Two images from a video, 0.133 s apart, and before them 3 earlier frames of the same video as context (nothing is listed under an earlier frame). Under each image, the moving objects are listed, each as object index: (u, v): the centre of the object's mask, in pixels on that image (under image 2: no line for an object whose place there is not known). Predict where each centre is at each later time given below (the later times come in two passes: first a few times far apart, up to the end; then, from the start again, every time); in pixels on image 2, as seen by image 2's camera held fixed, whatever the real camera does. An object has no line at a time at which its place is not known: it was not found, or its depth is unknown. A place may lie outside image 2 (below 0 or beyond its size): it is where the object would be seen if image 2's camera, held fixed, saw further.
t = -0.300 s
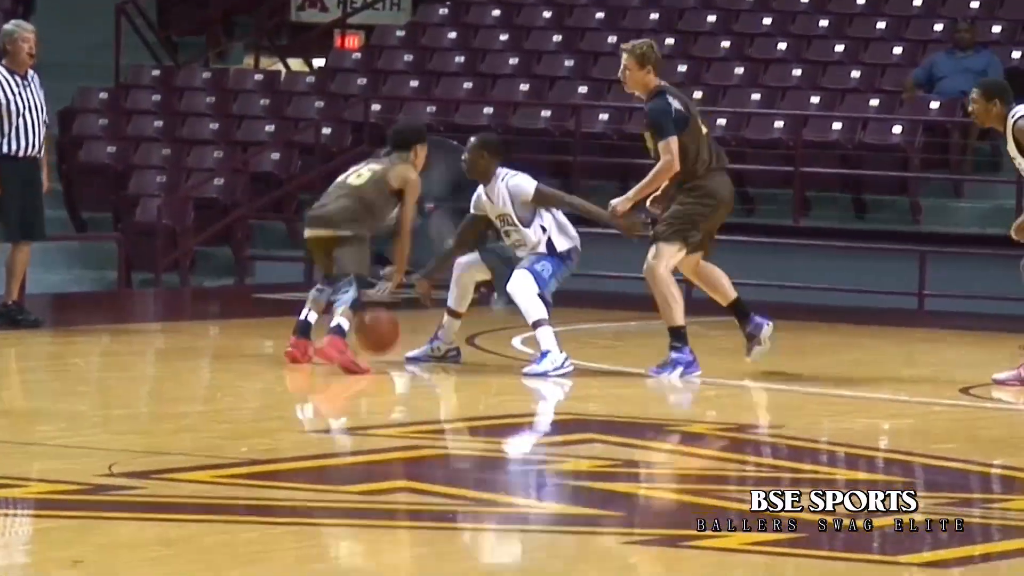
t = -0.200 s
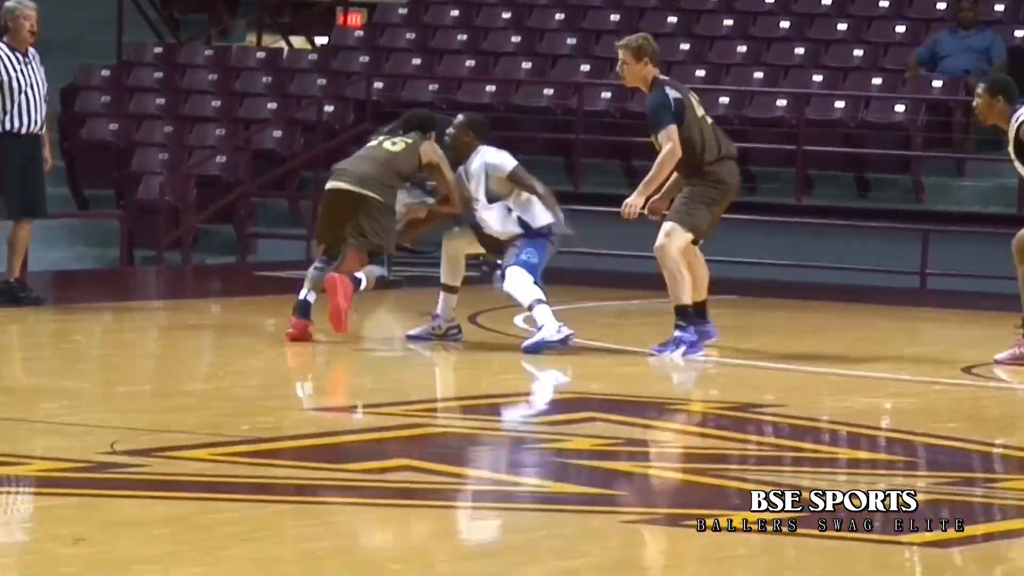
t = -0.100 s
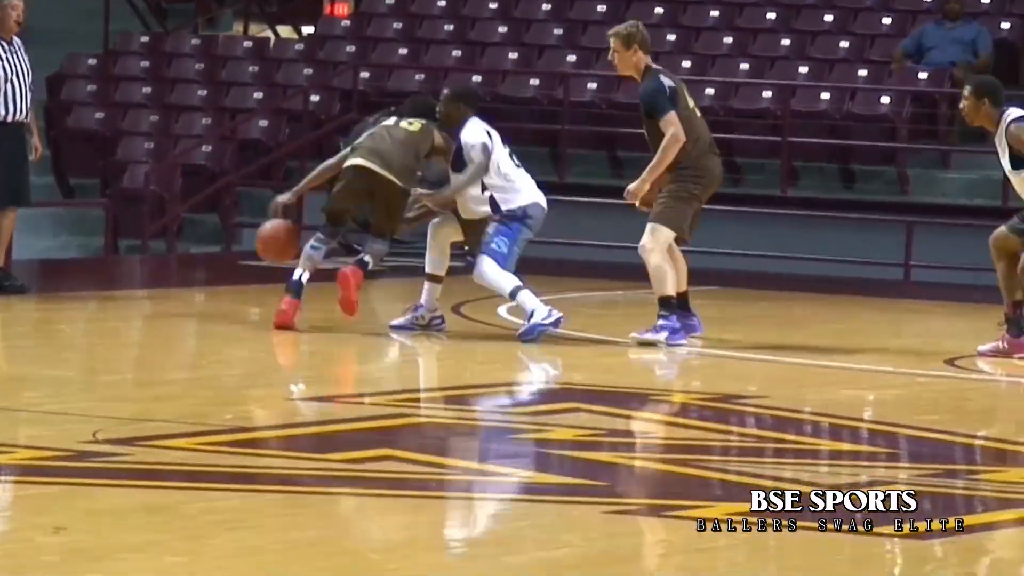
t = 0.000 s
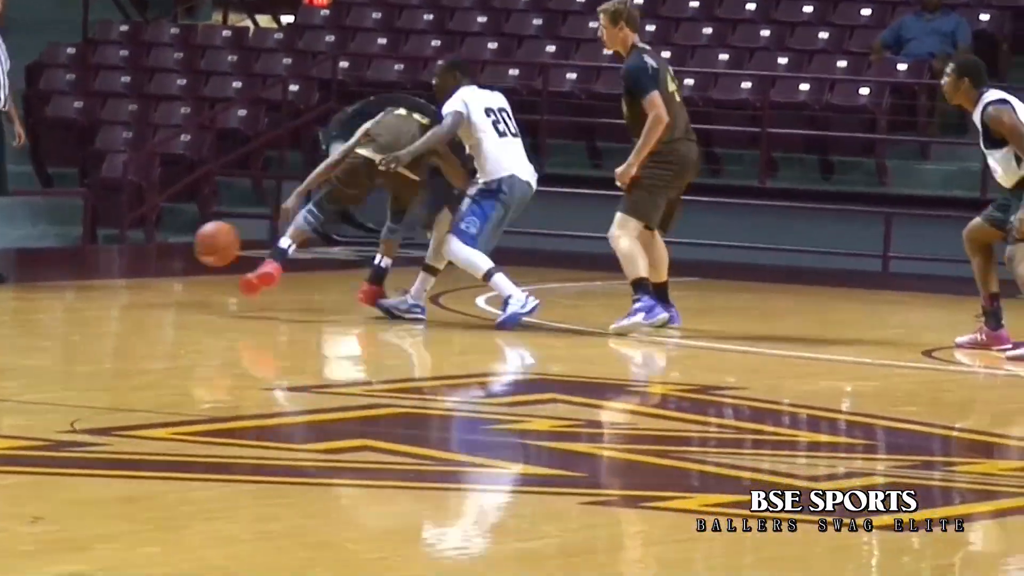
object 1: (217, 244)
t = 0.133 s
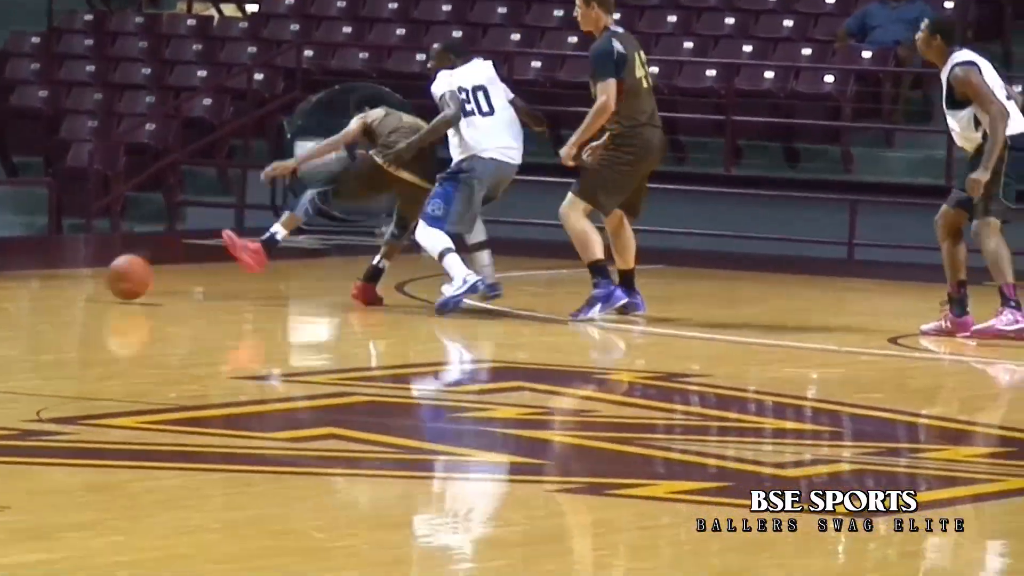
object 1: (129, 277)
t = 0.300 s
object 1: (106, 244)
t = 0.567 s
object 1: (69, 273)
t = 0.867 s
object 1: (32, 258)
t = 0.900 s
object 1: (27, 263)
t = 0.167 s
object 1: (122, 276)
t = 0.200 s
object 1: (118, 264)
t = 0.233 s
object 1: (114, 255)
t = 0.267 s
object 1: (110, 248)
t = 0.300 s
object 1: (106, 244)
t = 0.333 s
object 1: (102, 241)
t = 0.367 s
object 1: (98, 239)
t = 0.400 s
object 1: (93, 239)
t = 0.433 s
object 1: (89, 242)
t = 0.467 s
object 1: (84, 246)
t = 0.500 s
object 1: (80, 252)
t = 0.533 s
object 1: (75, 261)
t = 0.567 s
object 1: (69, 273)
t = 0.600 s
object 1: (65, 284)
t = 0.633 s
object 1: (61, 274)
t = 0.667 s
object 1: (57, 266)
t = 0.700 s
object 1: (53, 259)
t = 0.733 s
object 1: (48, 256)
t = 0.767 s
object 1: (45, 253)
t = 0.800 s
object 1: (40, 253)
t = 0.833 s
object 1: (36, 254)
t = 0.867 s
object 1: (32, 258)
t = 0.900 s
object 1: (27, 263)
